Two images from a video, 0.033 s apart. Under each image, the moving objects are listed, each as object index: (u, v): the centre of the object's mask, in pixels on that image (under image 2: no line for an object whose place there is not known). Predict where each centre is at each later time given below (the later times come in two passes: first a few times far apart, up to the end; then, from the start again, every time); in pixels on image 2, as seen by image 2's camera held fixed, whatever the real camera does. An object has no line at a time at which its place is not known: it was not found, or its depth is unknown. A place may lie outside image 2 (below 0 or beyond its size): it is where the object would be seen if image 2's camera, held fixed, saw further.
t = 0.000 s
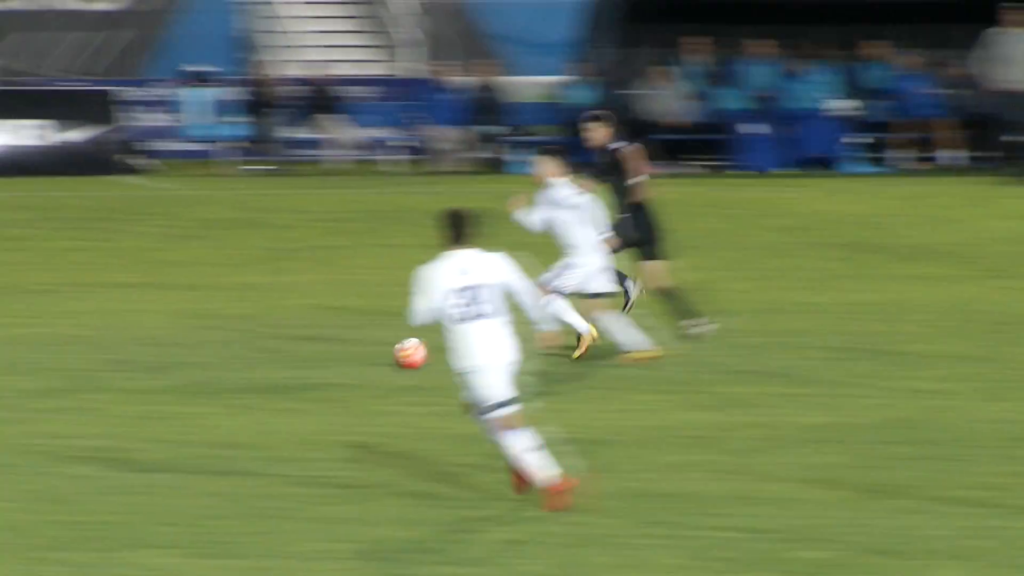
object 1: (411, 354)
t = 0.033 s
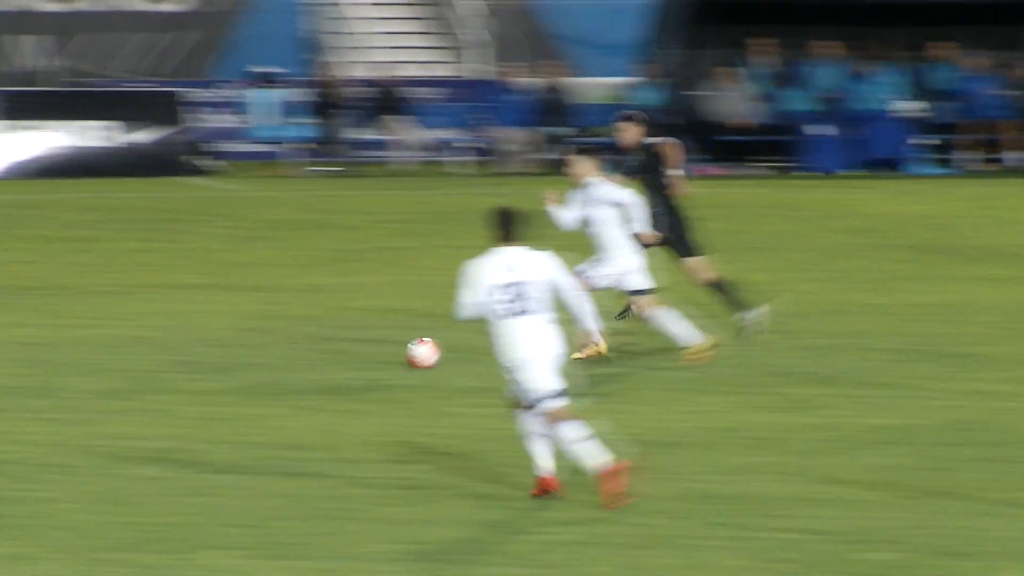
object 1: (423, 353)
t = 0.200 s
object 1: (176, 340)
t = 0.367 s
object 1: (-44, 332)
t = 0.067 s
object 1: (370, 351)
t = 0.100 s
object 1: (321, 346)
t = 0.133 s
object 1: (273, 342)
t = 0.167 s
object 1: (224, 340)
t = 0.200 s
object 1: (176, 340)
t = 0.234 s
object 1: (129, 341)
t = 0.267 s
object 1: (84, 339)
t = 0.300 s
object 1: (41, 335)
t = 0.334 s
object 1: (-2, 333)
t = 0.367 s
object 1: (-44, 332)
